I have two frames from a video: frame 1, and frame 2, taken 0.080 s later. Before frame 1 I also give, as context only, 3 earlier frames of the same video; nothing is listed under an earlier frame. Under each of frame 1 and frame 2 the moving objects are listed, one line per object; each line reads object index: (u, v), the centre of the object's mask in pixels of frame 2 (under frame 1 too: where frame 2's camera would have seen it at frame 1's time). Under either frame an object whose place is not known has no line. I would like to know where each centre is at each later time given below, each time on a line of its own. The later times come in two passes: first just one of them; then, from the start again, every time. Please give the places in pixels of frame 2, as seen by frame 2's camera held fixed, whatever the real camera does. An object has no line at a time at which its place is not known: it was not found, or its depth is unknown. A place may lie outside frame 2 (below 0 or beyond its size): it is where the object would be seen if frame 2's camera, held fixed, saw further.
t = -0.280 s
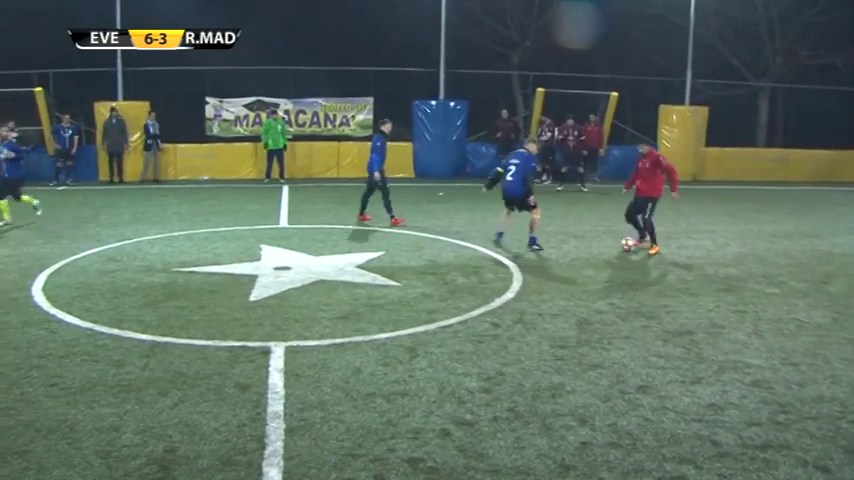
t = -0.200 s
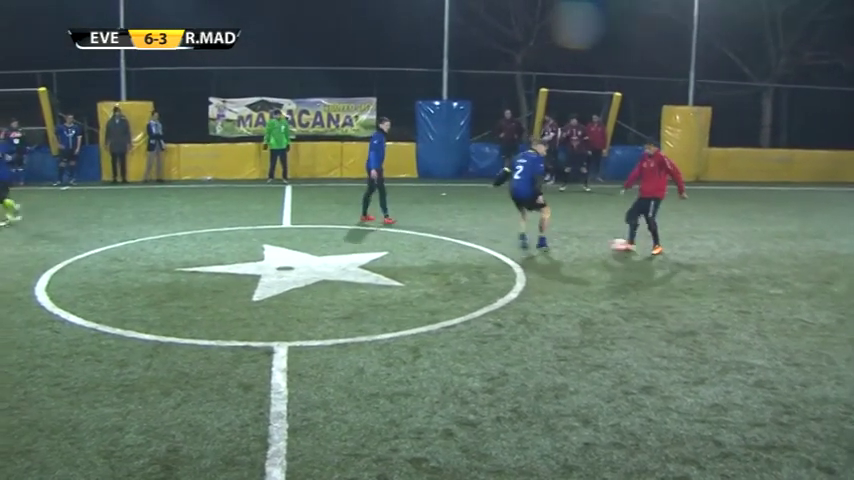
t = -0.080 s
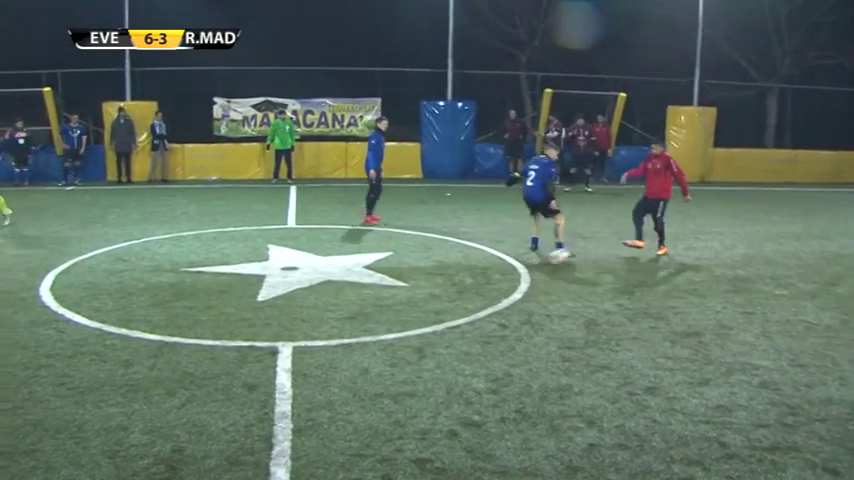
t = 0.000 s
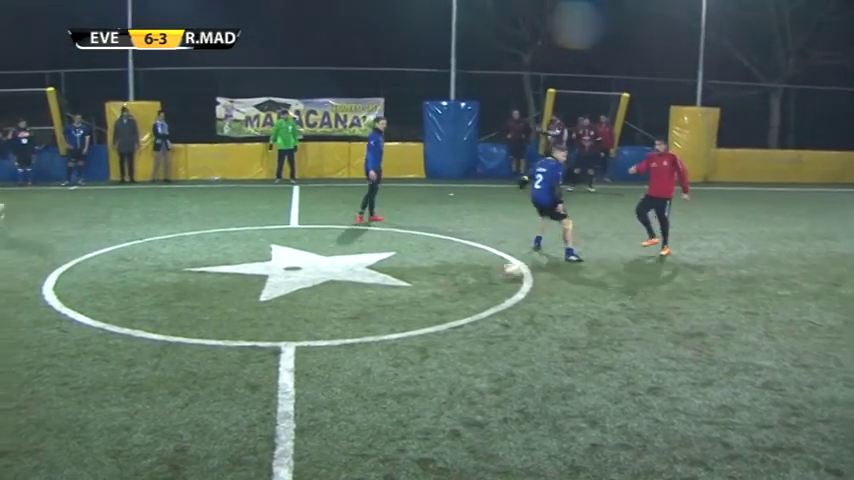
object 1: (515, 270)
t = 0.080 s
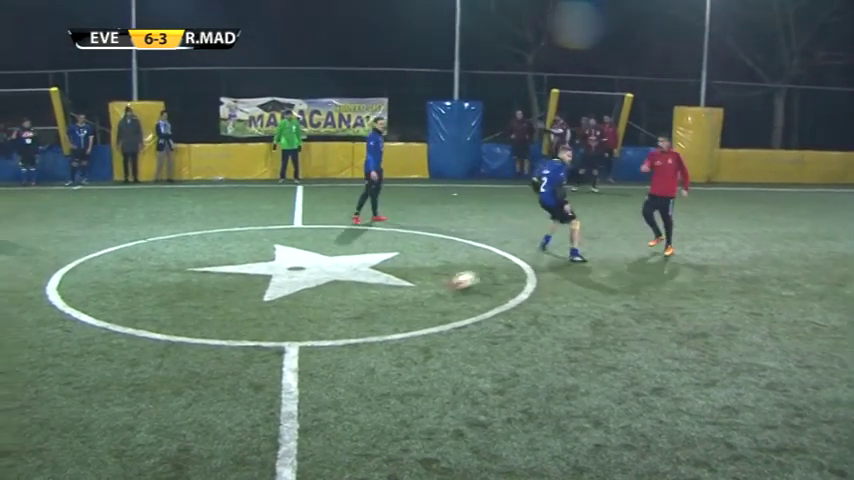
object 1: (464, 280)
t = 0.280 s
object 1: (315, 309)
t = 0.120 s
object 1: (436, 286)
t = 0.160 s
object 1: (407, 291)
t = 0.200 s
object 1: (377, 298)
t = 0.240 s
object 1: (347, 304)
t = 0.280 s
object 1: (315, 309)
